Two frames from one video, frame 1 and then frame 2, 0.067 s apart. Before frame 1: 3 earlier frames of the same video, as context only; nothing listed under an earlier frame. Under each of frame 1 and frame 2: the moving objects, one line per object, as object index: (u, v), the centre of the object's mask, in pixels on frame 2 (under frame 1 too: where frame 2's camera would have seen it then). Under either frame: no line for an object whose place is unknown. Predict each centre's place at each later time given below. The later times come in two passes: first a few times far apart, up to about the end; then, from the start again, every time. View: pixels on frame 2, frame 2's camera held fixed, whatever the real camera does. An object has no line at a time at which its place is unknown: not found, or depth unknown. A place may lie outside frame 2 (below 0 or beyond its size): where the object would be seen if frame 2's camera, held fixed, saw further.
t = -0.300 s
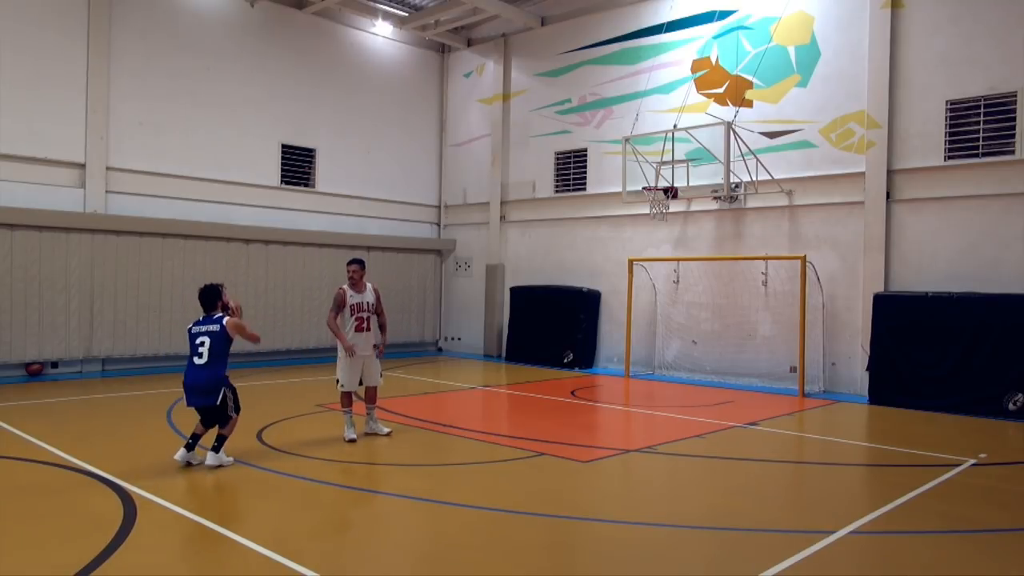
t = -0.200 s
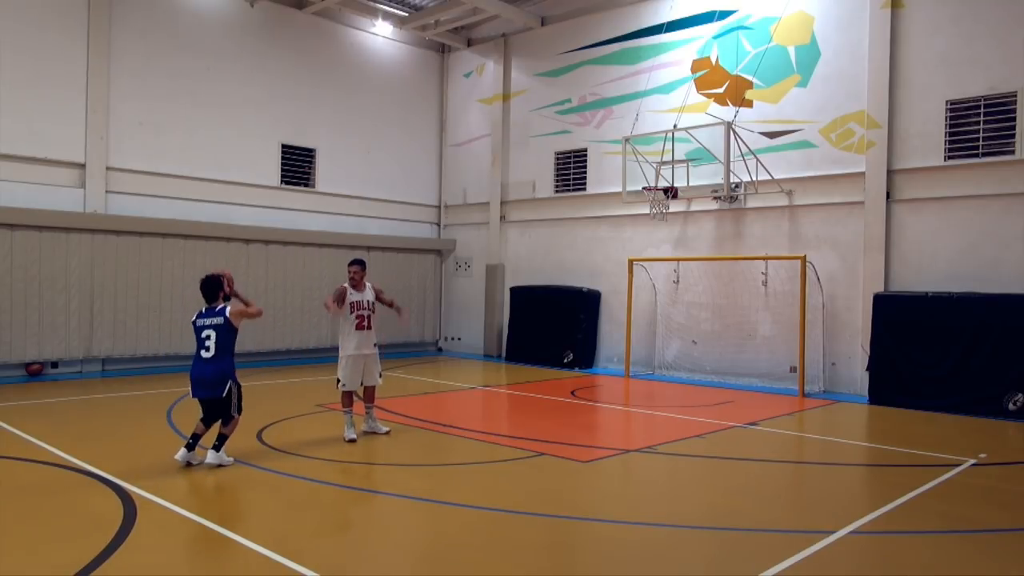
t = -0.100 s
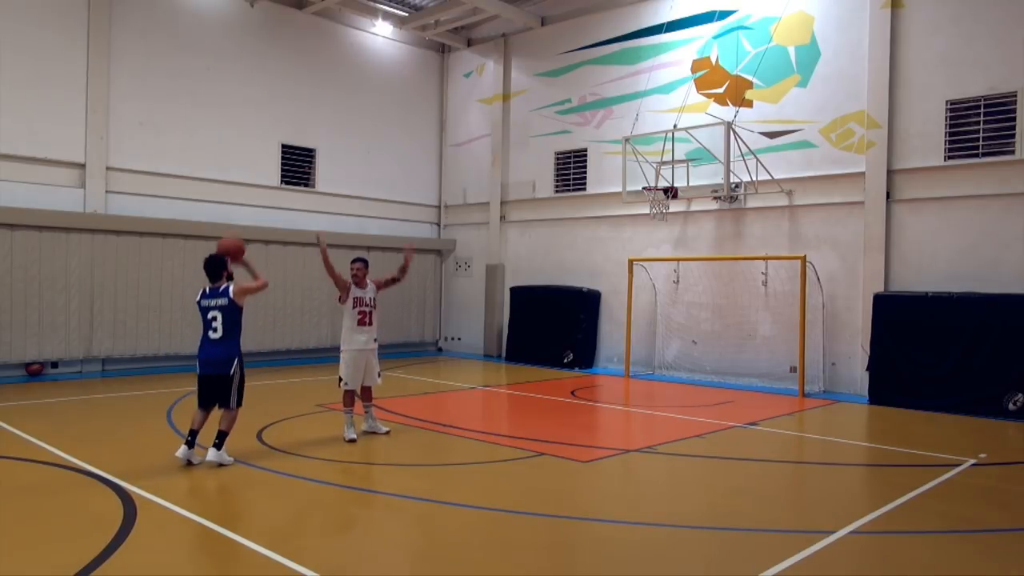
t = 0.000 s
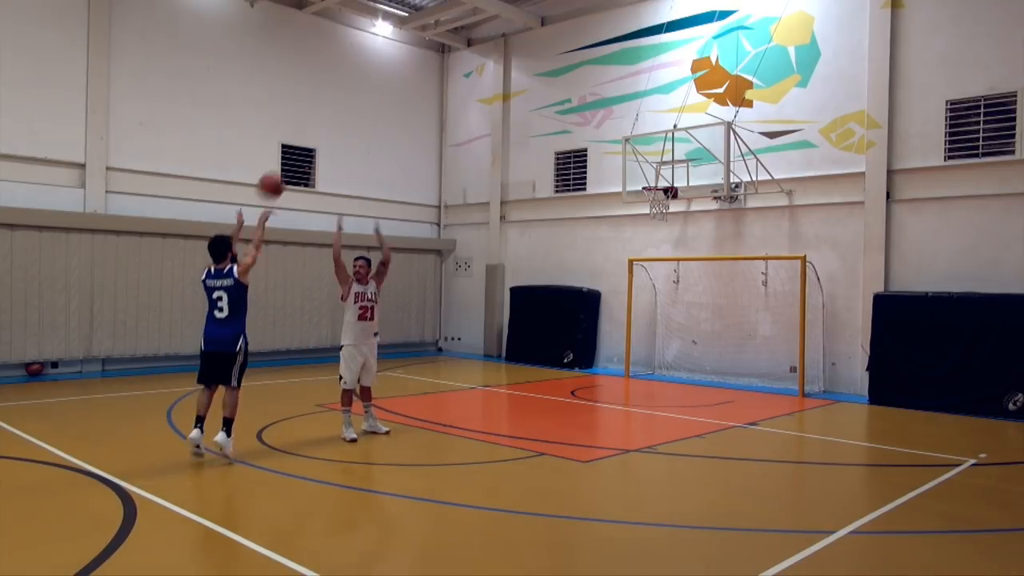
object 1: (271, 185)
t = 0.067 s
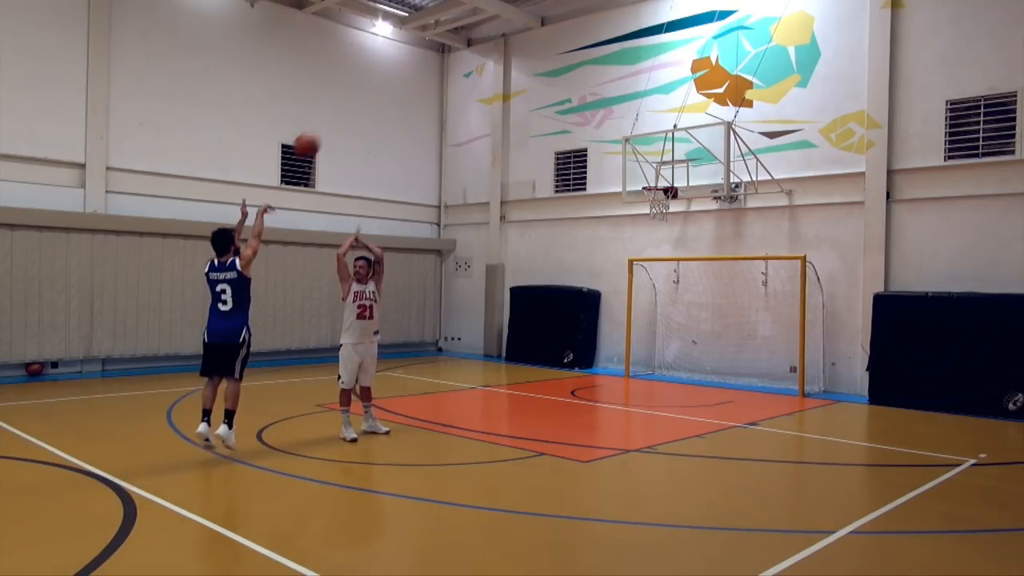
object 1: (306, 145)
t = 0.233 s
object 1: (384, 75)
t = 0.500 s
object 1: (487, 32)
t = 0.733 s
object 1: (560, 46)
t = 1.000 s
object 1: (628, 107)
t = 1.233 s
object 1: (676, 176)
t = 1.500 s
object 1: (694, 151)
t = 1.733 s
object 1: (694, 164)
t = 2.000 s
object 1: (693, 229)
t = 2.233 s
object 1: (691, 338)
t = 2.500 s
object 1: (695, 341)
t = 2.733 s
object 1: (702, 274)
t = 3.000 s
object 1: (710, 250)
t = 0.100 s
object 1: (323, 128)
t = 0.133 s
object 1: (339, 112)
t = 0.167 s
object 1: (354, 98)
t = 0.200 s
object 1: (370, 86)
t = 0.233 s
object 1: (384, 75)
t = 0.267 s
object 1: (399, 65)
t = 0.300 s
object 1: (413, 57)
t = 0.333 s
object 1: (425, 49)
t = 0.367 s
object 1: (439, 43)
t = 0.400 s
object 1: (451, 39)
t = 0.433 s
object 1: (463, 35)
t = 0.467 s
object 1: (476, 33)
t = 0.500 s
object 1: (487, 32)
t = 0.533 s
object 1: (498, 30)
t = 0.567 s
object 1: (510, 31)
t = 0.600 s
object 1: (520, 32)
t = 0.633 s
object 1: (530, 35)
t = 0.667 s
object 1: (540, 38)
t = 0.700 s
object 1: (550, 41)
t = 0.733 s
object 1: (560, 46)
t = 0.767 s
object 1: (569, 51)
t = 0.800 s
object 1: (578, 57)
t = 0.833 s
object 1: (587, 64)
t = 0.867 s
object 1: (596, 71)
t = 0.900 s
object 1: (604, 79)
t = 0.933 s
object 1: (612, 88)
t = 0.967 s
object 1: (620, 97)
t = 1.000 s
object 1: (628, 107)
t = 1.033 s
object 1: (636, 118)
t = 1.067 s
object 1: (643, 128)
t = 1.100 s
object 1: (650, 140)
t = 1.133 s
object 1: (658, 152)
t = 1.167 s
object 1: (664, 165)
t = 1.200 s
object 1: (672, 177)
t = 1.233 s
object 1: (676, 176)
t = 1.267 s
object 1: (682, 171)
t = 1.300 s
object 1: (687, 167)
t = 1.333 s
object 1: (692, 164)
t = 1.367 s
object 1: (694, 160)
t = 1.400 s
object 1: (694, 157)
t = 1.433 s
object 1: (694, 154)
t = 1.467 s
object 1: (694, 152)
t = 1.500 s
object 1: (694, 151)
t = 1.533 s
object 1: (694, 151)
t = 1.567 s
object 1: (694, 151)
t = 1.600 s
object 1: (694, 151)
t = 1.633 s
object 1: (694, 153)
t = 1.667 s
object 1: (694, 156)
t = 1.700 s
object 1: (694, 159)
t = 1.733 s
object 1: (694, 164)
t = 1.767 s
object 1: (694, 168)
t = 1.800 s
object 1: (694, 174)
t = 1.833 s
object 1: (694, 182)
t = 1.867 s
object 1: (694, 189)
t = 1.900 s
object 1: (693, 198)
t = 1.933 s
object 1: (693, 208)
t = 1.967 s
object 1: (693, 219)
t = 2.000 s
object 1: (693, 229)
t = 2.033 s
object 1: (693, 242)
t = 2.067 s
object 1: (692, 255)
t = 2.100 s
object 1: (692, 270)
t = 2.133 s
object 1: (692, 285)
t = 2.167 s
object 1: (691, 301)
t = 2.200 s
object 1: (691, 319)
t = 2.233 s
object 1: (691, 338)
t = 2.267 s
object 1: (691, 357)
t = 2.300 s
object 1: (691, 378)
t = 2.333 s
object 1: (691, 399)
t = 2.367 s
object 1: (691, 398)
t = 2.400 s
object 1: (692, 383)
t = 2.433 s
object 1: (693, 368)
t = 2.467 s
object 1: (694, 354)
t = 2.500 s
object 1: (695, 341)
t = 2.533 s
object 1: (696, 330)
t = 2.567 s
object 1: (697, 318)
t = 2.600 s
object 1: (698, 307)
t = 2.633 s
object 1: (699, 298)
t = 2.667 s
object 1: (700, 289)
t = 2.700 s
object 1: (701, 281)
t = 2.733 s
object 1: (702, 274)
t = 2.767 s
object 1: (703, 268)
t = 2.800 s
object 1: (704, 263)
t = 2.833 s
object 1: (705, 258)
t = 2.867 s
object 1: (706, 255)
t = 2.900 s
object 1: (707, 252)
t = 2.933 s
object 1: (708, 250)
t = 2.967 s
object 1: (709, 250)
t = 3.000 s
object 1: (710, 250)
